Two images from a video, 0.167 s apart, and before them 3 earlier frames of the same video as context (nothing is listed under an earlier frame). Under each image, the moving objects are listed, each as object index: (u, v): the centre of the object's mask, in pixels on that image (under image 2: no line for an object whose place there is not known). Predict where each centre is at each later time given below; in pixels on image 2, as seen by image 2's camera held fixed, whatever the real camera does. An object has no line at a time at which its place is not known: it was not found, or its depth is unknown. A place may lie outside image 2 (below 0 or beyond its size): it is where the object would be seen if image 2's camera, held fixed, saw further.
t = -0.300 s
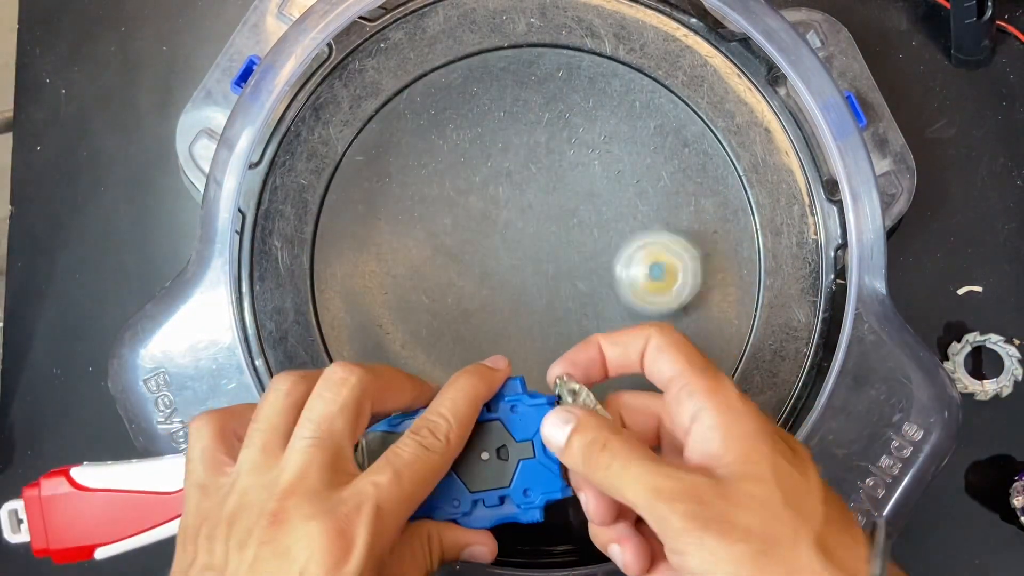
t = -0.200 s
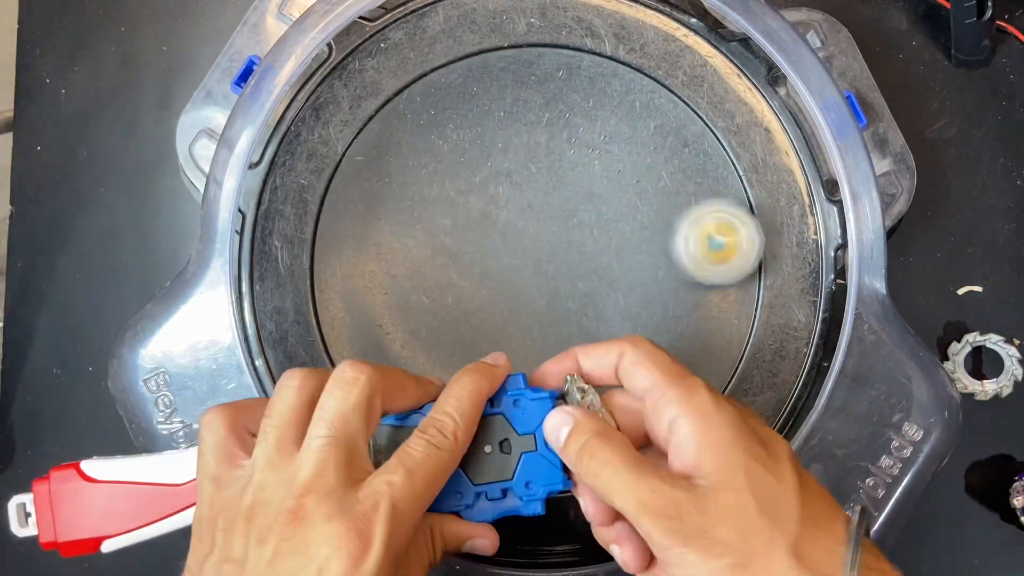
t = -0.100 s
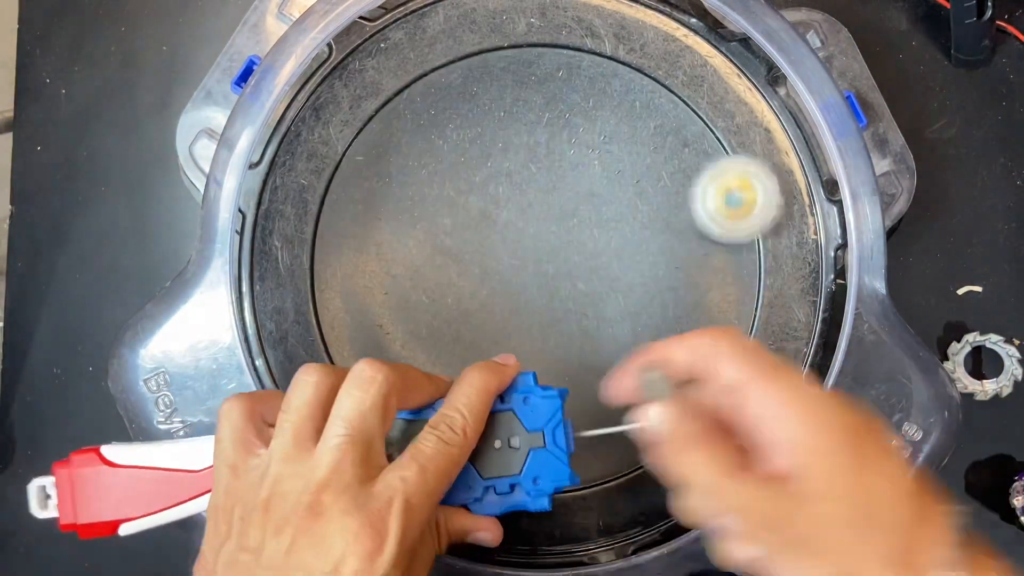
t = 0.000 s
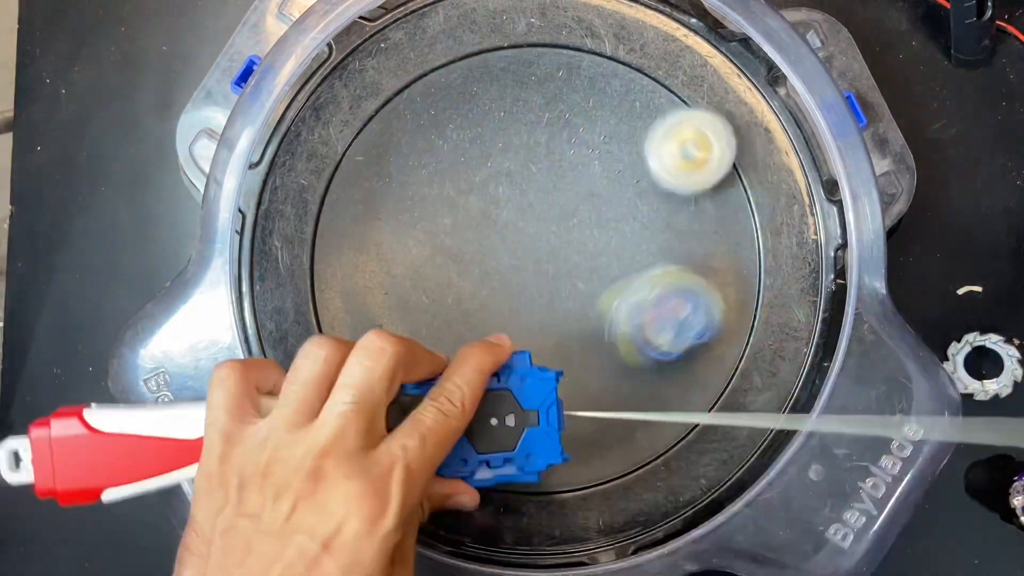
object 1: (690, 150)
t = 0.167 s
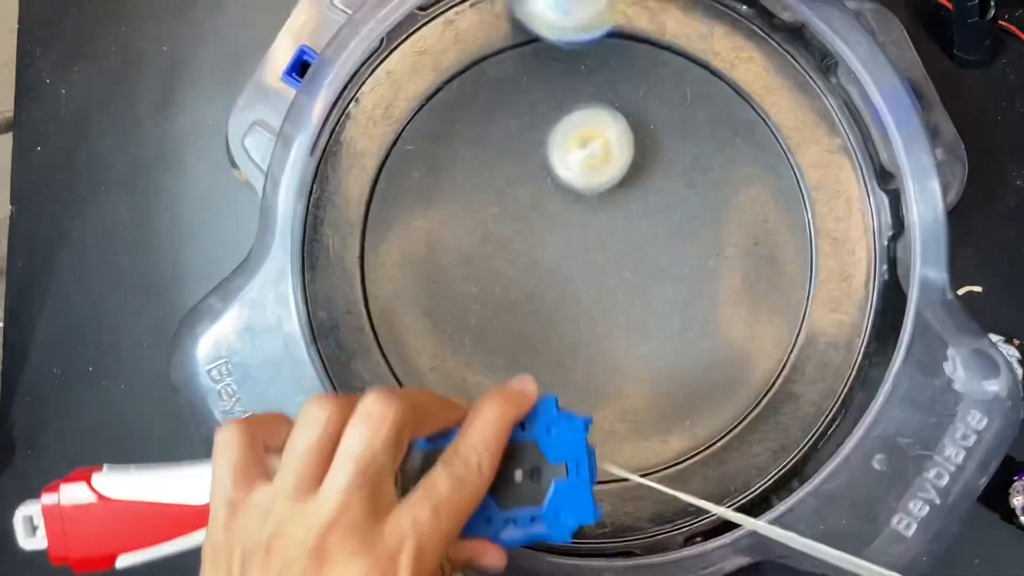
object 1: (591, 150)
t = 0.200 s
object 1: (574, 165)
